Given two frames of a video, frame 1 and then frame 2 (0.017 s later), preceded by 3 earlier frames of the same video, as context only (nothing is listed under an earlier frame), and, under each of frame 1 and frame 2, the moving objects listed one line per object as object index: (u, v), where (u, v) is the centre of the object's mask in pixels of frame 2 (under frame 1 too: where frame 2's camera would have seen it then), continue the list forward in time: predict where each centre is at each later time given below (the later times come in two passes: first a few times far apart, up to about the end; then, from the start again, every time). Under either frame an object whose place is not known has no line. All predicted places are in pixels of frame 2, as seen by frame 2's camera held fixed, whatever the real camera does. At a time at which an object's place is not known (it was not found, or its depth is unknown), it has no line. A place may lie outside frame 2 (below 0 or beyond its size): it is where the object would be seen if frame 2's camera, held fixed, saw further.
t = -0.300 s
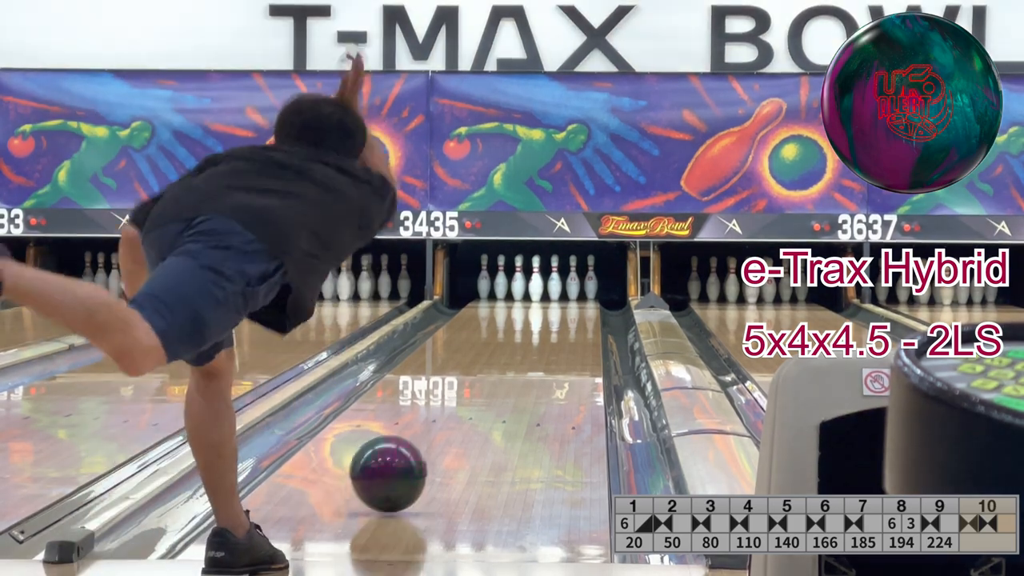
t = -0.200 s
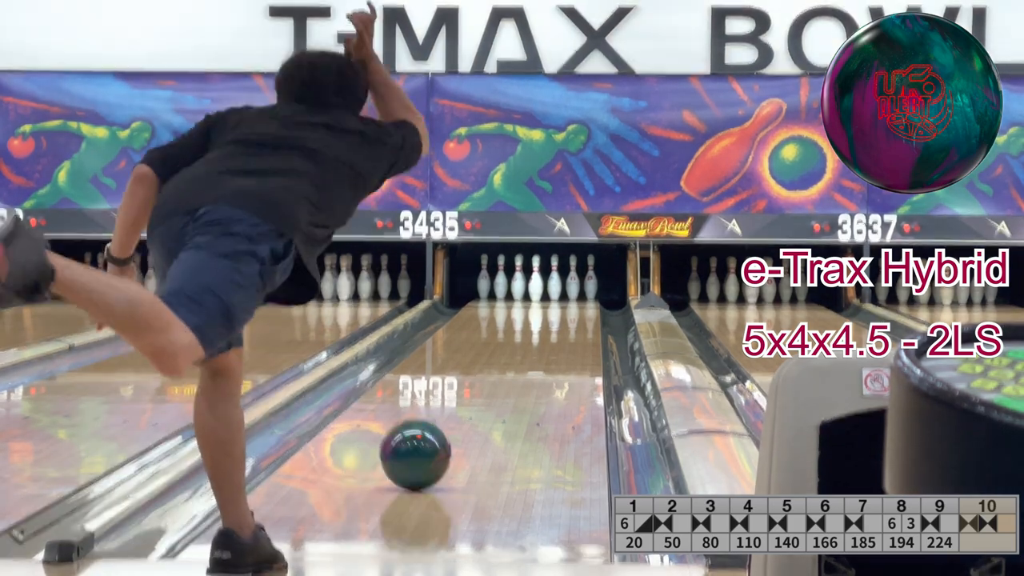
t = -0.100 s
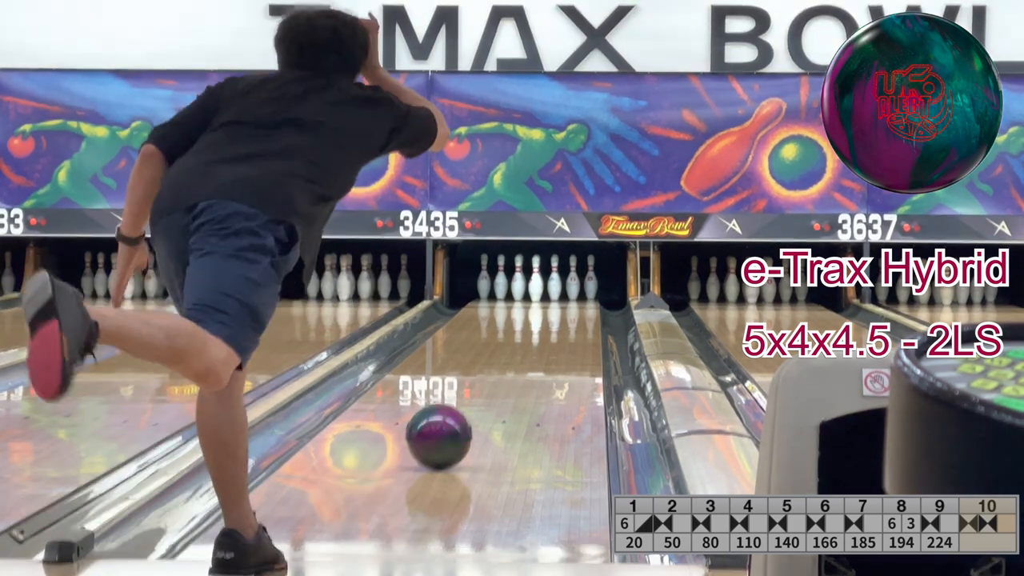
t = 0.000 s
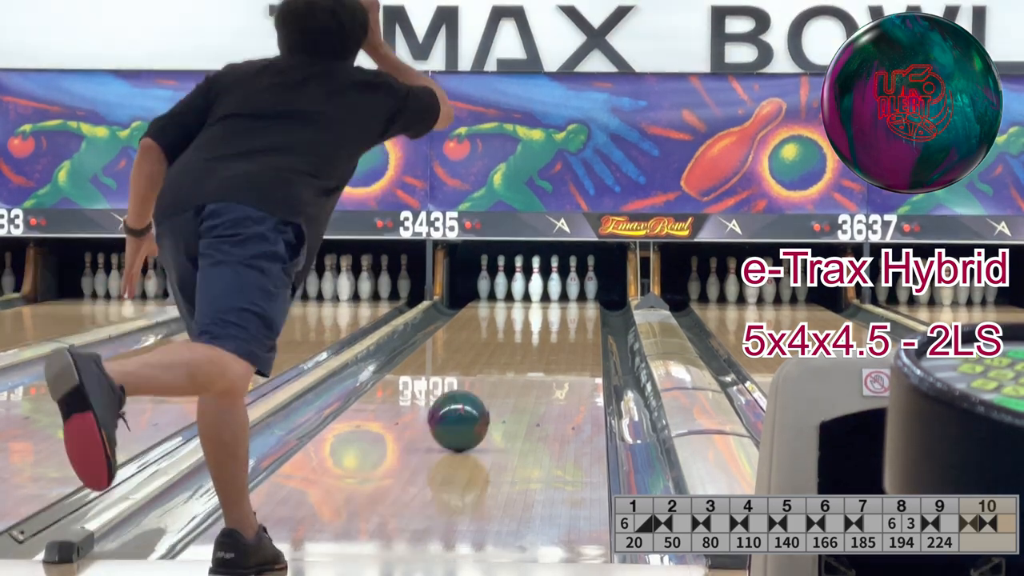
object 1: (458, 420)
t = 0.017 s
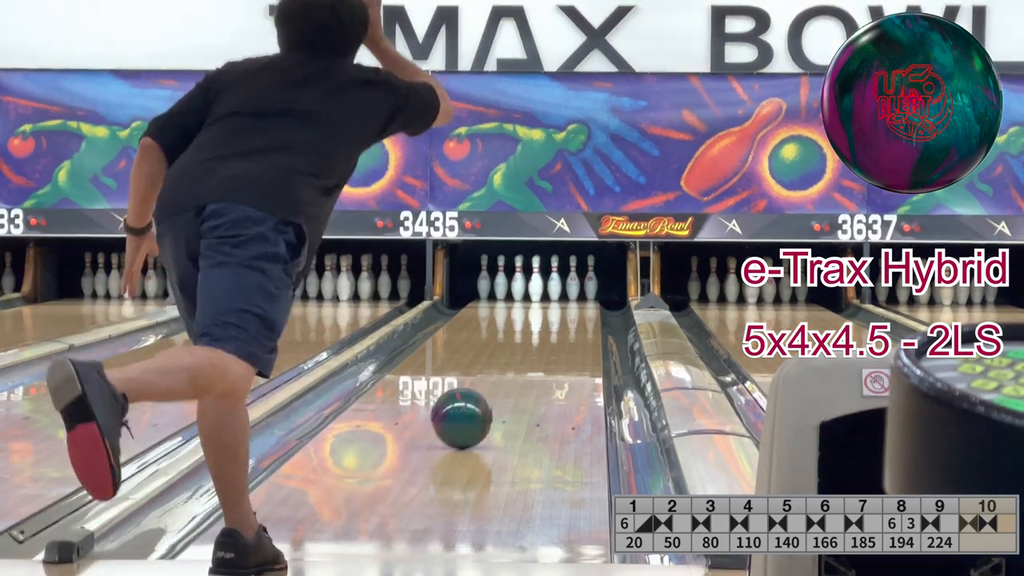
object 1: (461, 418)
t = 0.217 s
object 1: (493, 392)
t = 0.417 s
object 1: (517, 372)
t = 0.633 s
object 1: (537, 355)
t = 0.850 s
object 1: (553, 341)
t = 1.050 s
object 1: (563, 331)
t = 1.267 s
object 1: (571, 320)
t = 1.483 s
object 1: (575, 312)
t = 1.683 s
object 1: (574, 305)
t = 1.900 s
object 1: (565, 299)
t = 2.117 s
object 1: (554, 294)
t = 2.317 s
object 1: (544, 289)
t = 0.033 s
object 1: (464, 415)
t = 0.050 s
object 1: (467, 413)
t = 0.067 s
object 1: (470, 411)
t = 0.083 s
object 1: (473, 409)
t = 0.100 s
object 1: (475, 406)
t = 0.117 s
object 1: (478, 404)
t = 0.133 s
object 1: (481, 402)
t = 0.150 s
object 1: (483, 400)
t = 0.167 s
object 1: (485, 398)
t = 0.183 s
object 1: (488, 396)
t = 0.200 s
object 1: (490, 394)
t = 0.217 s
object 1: (493, 392)
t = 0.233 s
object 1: (495, 390)
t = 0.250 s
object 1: (497, 388)
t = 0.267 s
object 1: (499, 387)
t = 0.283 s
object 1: (502, 385)
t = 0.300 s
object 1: (504, 383)
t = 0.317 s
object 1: (506, 382)
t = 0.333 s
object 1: (507, 380)
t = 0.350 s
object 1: (509, 378)
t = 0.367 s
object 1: (511, 377)
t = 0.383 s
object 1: (513, 375)
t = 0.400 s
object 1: (515, 373)
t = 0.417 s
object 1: (517, 372)
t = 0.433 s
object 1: (519, 371)
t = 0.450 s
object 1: (520, 369)
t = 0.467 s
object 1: (522, 368)
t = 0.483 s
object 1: (523, 366)
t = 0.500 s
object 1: (525, 365)
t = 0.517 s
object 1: (527, 364)
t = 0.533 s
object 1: (528, 362)
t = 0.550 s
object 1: (530, 361)
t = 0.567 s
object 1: (531, 360)
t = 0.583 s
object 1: (533, 358)
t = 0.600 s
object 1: (534, 357)
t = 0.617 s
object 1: (536, 355)
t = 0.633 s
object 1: (537, 355)
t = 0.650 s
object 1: (538, 353)
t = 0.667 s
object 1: (540, 352)
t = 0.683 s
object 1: (541, 351)
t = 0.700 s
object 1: (542, 350)
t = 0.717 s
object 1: (544, 349)
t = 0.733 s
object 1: (545, 348)
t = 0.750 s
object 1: (546, 347)
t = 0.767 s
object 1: (547, 346)
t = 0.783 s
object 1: (548, 345)
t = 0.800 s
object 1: (550, 344)
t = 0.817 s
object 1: (551, 343)
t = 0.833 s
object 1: (552, 342)
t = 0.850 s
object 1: (553, 341)
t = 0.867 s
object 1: (554, 340)
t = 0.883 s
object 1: (555, 339)
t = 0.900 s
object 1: (556, 338)
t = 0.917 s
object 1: (557, 337)
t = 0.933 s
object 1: (557, 337)
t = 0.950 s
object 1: (558, 335)
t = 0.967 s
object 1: (559, 334)
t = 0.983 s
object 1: (561, 334)
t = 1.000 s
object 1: (561, 333)
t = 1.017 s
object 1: (562, 332)
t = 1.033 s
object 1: (563, 331)
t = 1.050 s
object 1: (563, 331)
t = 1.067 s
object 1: (564, 330)
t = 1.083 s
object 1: (565, 329)
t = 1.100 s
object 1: (565, 328)
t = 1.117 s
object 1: (566, 327)
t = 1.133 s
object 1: (567, 326)
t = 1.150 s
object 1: (568, 325)
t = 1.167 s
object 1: (568, 325)
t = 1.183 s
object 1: (569, 324)
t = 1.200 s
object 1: (569, 323)
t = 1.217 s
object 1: (570, 322)
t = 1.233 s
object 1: (571, 322)
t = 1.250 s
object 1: (571, 321)
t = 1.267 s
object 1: (571, 320)
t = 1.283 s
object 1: (572, 319)
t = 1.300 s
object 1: (572, 318)
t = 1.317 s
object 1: (573, 317)
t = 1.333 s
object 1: (573, 317)
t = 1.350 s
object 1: (573, 316)
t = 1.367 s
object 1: (574, 316)
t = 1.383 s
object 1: (574, 315)
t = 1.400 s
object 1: (574, 315)
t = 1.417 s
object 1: (575, 314)
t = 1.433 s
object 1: (575, 313)
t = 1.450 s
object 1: (575, 313)
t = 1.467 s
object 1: (575, 312)
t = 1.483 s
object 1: (575, 312)
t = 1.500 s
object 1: (575, 311)
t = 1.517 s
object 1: (575, 310)
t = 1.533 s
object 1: (575, 310)
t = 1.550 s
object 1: (575, 310)
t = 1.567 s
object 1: (575, 309)
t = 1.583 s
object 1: (575, 309)
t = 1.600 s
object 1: (575, 308)
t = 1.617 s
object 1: (575, 307)
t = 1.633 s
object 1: (574, 307)
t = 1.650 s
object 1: (574, 306)
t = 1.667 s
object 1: (574, 306)
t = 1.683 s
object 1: (574, 305)
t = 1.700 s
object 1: (573, 305)
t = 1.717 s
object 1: (573, 304)
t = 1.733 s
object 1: (572, 304)
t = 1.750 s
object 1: (572, 303)
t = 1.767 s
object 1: (571, 303)
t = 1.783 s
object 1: (570, 302)
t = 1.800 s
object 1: (570, 302)
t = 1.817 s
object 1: (569, 301)
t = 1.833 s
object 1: (569, 301)
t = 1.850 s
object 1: (568, 301)
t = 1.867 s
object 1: (567, 300)
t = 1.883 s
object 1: (566, 299)
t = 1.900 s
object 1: (565, 299)
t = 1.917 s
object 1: (565, 298)
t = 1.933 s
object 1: (564, 298)
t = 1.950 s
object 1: (563, 297)
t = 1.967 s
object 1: (562, 297)
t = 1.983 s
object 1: (561, 297)
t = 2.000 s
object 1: (560, 296)
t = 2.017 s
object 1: (559, 296)
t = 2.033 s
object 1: (558, 295)
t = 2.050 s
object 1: (558, 295)
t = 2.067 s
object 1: (557, 295)
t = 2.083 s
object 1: (556, 294)
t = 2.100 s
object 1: (555, 294)
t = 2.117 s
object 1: (554, 294)
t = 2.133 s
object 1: (553, 293)
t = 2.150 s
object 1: (552, 293)
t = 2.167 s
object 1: (552, 292)
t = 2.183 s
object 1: (551, 292)
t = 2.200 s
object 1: (550, 292)
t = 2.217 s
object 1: (549, 291)
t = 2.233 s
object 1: (548, 291)
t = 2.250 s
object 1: (547, 290)
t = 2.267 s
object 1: (547, 290)
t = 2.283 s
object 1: (546, 290)
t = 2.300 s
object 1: (545, 290)
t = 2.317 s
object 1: (544, 289)
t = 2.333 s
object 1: (544, 289)
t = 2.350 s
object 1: (544, 289)
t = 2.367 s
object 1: (545, 289)
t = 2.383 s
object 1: (545, 289)
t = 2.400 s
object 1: (545, 289)
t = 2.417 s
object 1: (544, 288)
